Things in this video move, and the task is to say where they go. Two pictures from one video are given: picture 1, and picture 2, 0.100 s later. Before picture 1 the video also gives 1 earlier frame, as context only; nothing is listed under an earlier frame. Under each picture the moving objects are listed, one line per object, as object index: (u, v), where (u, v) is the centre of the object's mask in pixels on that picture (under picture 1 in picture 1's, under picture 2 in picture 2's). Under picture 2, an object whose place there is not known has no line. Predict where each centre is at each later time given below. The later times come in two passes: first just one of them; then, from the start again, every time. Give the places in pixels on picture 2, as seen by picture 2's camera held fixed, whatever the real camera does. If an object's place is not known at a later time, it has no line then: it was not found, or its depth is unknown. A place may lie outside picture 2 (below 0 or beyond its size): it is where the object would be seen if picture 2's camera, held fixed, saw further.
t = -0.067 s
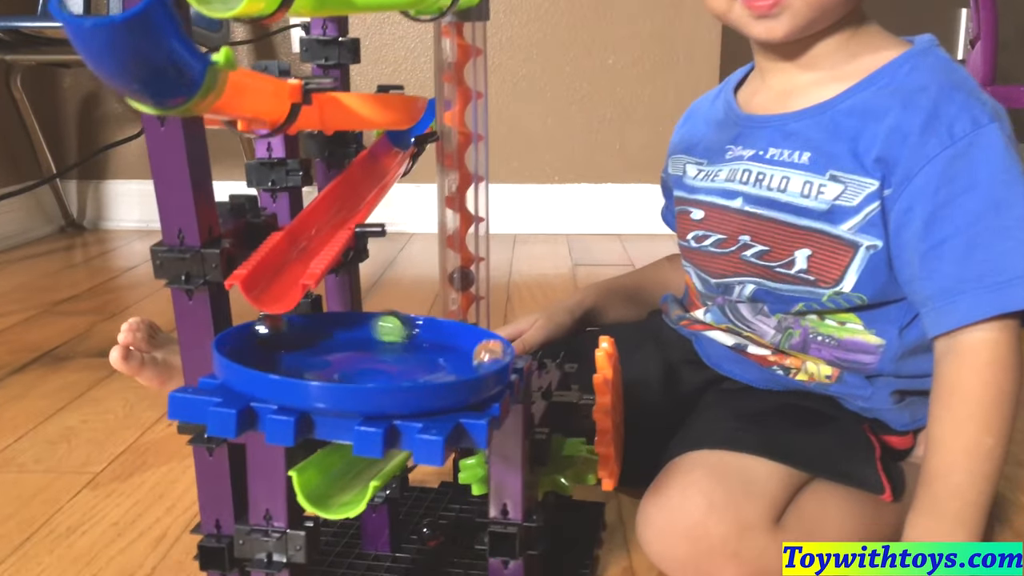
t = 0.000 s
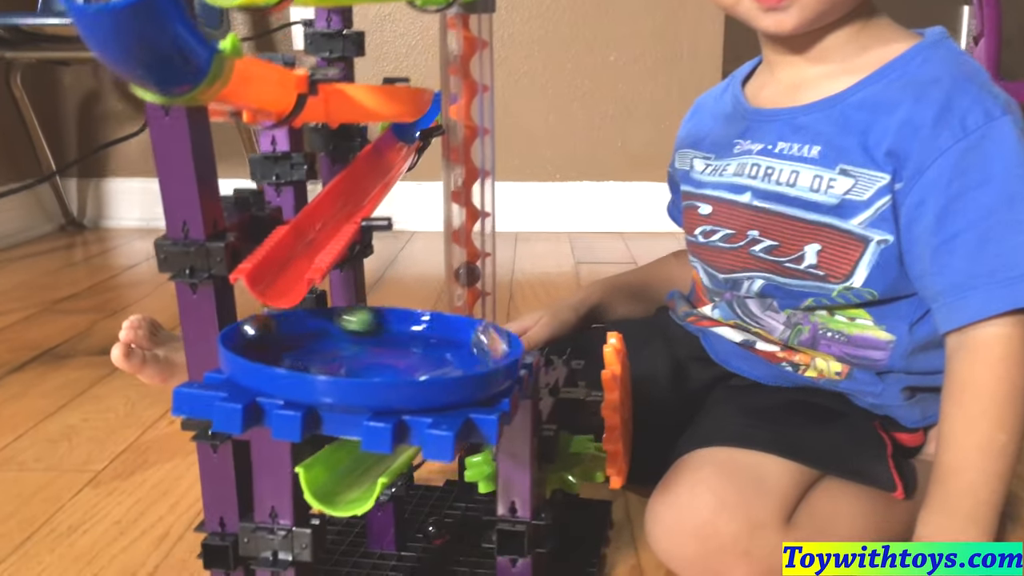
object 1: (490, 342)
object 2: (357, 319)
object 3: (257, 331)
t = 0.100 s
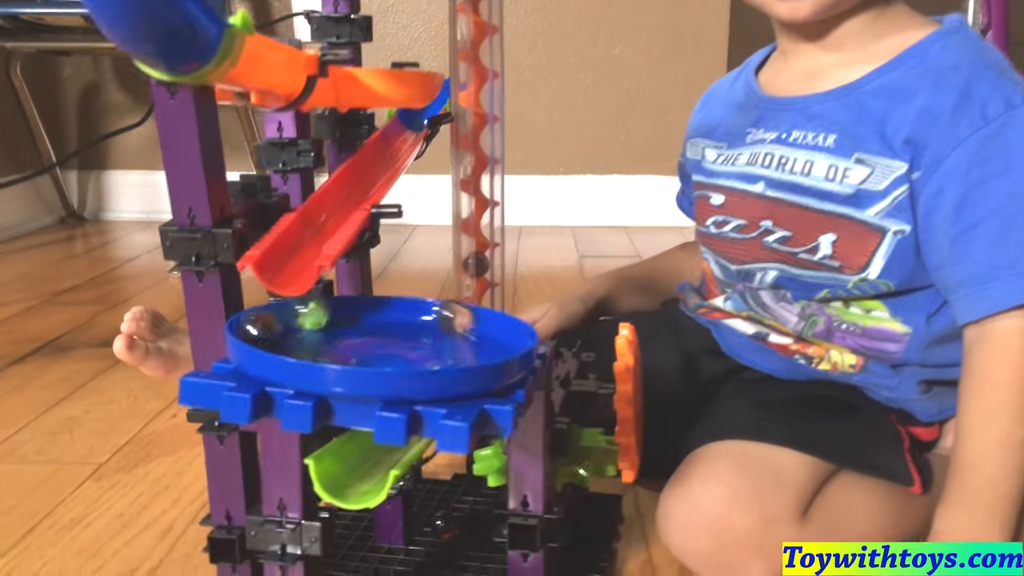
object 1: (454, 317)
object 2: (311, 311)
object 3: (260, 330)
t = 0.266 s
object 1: (348, 307)
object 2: (260, 327)
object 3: (326, 351)
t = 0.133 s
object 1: (434, 314)
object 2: (297, 314)
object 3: (266, 334)
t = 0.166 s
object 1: (412, 311)
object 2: (284, 313)
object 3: (275, 337)
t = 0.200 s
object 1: (389, 309)
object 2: (268, 317)
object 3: (289, 342)
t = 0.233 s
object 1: (371, 309)
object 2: (265, 323)
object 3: (303, 345)
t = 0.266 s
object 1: (348, 307)
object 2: (260, 327)
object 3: (326, 351)
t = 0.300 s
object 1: (327, 309)
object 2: (258, 328)
